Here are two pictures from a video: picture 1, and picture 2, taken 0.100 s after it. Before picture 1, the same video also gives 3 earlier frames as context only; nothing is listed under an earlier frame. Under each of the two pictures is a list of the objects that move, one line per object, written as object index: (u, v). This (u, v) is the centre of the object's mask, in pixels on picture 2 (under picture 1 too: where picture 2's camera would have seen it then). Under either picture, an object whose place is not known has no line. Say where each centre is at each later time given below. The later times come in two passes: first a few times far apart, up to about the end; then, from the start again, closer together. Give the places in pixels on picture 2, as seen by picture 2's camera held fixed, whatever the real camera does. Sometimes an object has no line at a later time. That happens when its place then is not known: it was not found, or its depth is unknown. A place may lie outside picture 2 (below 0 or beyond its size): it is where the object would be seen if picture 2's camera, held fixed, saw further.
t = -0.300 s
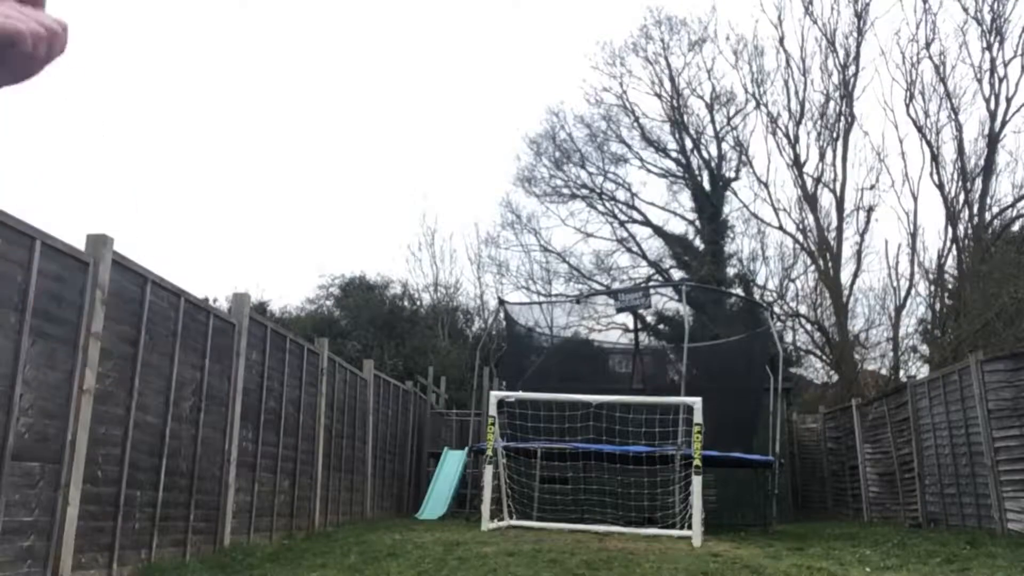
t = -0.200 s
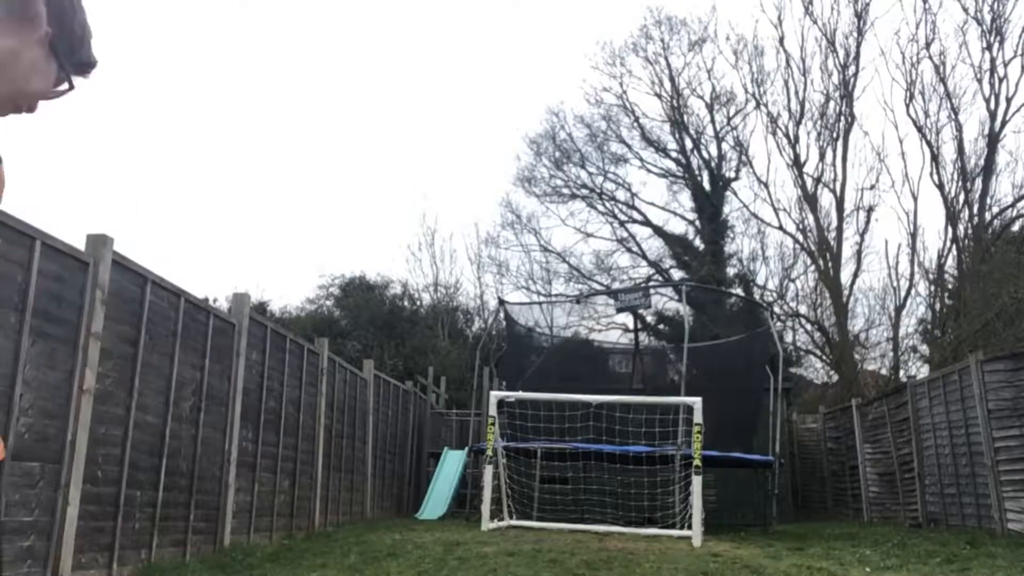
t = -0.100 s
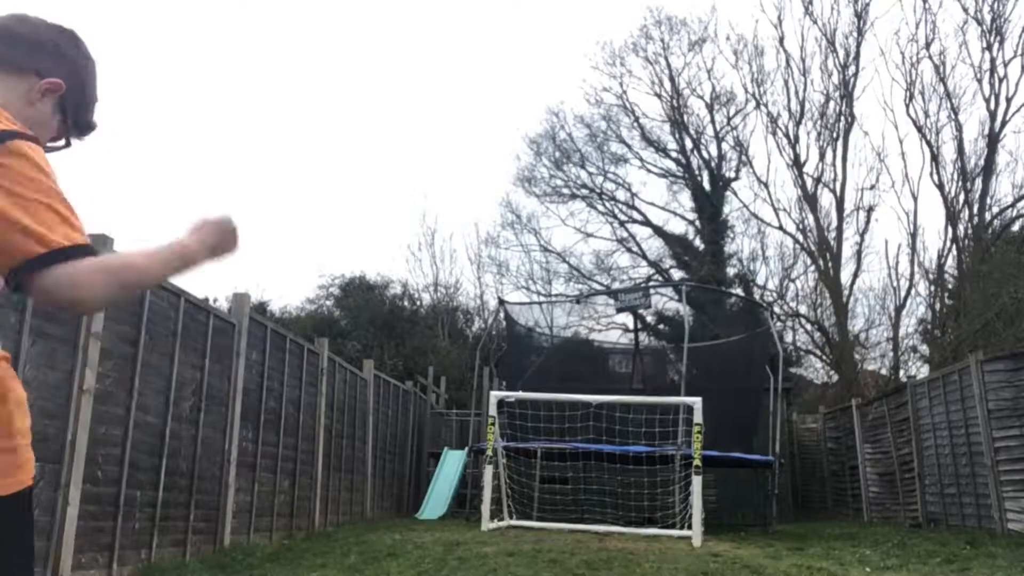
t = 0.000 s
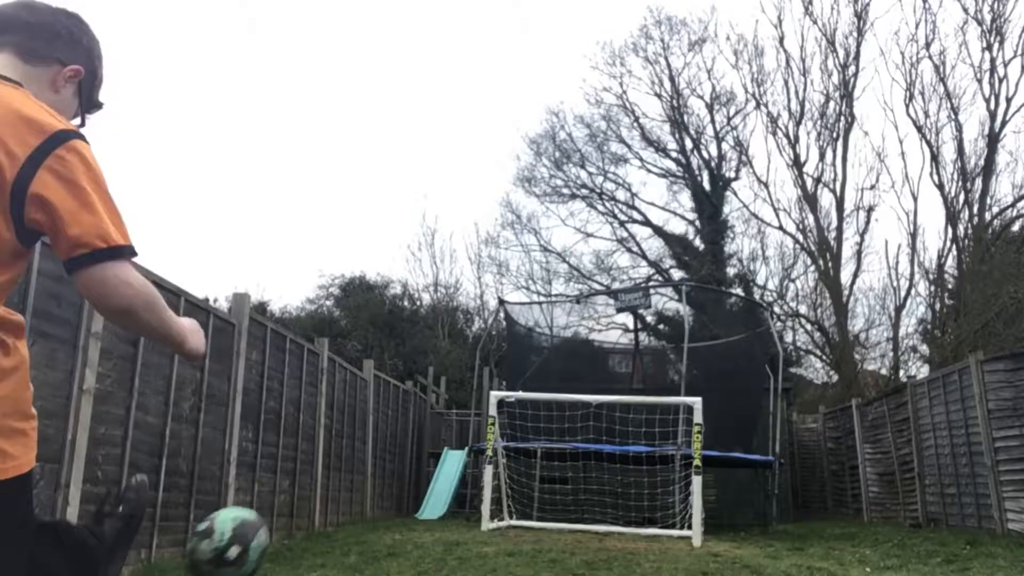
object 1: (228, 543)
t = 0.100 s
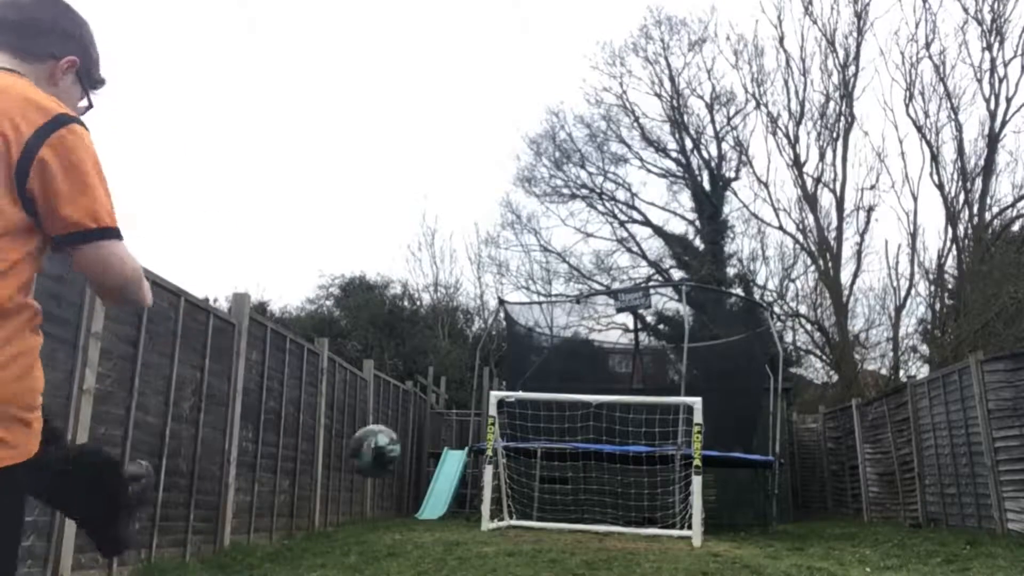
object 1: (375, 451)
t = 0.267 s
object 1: (476, 412)
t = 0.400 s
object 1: (520, 413)
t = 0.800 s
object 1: (538, 501)
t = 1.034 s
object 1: (521, 466)
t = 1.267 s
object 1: (501, 487)
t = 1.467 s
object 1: (479, 515)
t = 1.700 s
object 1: (451, 521)
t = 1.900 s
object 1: (423, 527)
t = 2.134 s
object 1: (384, 534)
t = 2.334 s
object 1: (344, 538)
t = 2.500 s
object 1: (310, 543)
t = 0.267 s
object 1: (476, 412)
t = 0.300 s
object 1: (489, 411)
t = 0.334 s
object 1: (501, 412)
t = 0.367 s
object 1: (510, 412)
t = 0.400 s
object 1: (520, 413)
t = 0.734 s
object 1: (543, 516)
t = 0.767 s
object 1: (540, 516)
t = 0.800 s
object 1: (538, 501)
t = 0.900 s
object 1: (530, 480)
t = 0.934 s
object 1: (528, 473)
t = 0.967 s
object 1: (525, 470)
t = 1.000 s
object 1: (523, 466)
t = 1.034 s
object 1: (521, 466)
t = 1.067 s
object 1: (519, 463)
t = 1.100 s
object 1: (515, 463)
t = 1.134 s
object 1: (512, 466)
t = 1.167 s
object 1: (510, 467)
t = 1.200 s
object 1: (506, 473)
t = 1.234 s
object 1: (504, 478)
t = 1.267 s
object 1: (501, 487)
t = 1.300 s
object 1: (497, 494)
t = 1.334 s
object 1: (492, 504)
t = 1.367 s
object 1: (491, 514)
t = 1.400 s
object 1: (488, 524)
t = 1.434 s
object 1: (485, 520)
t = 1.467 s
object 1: (479, 515)
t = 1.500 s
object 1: (475, 512)
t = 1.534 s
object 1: (472, 510)
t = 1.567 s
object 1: (469, 509)
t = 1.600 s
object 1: (464, 510)
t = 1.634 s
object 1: (459, 512)
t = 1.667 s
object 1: (456, 515)
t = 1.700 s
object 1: (451, 521)
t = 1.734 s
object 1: (446, 527)
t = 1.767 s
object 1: (442, 529)
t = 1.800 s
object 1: (437, 527)
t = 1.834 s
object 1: (432, 526)
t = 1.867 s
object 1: (428, 526)
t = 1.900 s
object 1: (423, 527)
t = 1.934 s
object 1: (417, 529)
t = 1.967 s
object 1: (413, 530)
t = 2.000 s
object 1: (407, 529)
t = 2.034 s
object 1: (401, 529)
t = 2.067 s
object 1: (396, 530)
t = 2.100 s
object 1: (390, 533)
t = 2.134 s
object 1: (384, 534)
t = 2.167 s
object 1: (377, 535)
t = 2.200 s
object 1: (370, 535)
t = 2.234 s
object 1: (364, 537)
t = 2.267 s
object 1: (356, 538)
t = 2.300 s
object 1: (351, 537)
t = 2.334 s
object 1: (344, 538)
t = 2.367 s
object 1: (338, 540)
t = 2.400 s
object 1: (330, 541)
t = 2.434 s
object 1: (323, 541)
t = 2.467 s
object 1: (317, 542)
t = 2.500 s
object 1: (310, 543)
